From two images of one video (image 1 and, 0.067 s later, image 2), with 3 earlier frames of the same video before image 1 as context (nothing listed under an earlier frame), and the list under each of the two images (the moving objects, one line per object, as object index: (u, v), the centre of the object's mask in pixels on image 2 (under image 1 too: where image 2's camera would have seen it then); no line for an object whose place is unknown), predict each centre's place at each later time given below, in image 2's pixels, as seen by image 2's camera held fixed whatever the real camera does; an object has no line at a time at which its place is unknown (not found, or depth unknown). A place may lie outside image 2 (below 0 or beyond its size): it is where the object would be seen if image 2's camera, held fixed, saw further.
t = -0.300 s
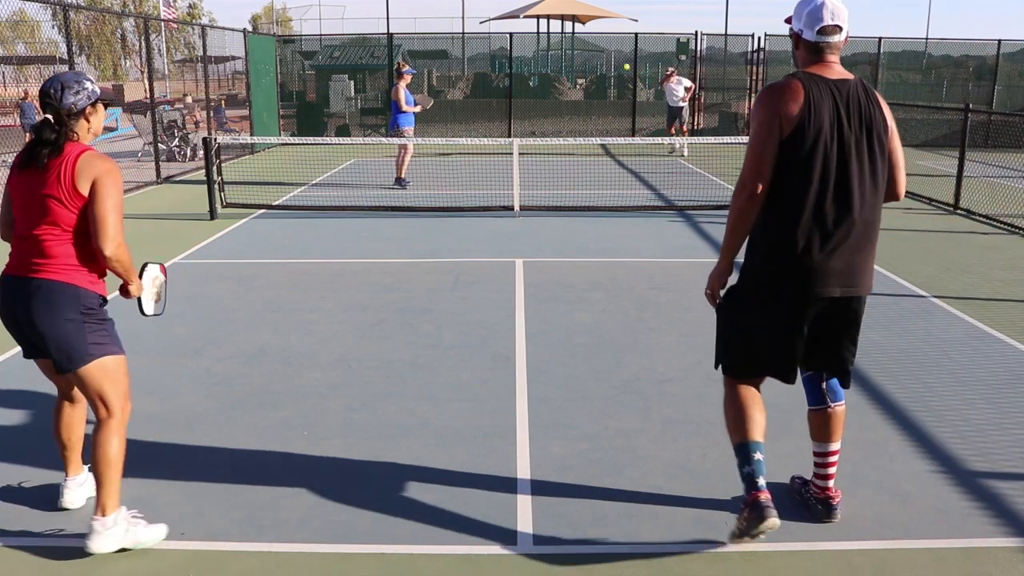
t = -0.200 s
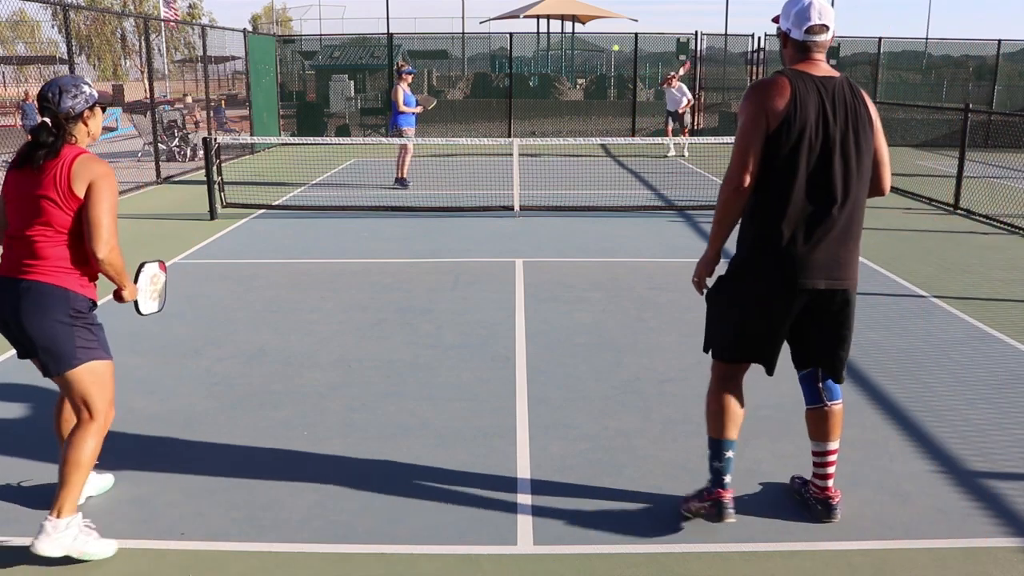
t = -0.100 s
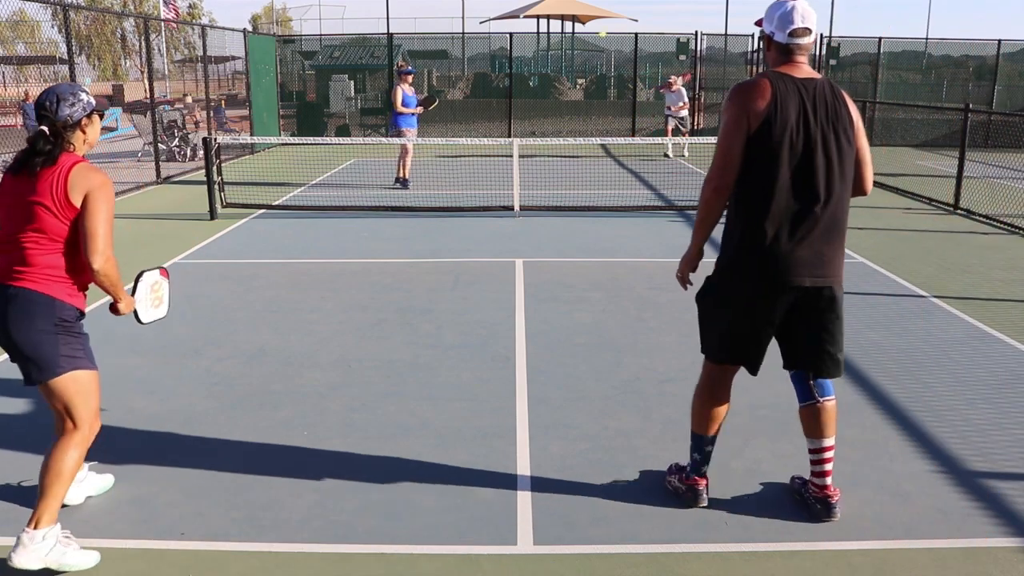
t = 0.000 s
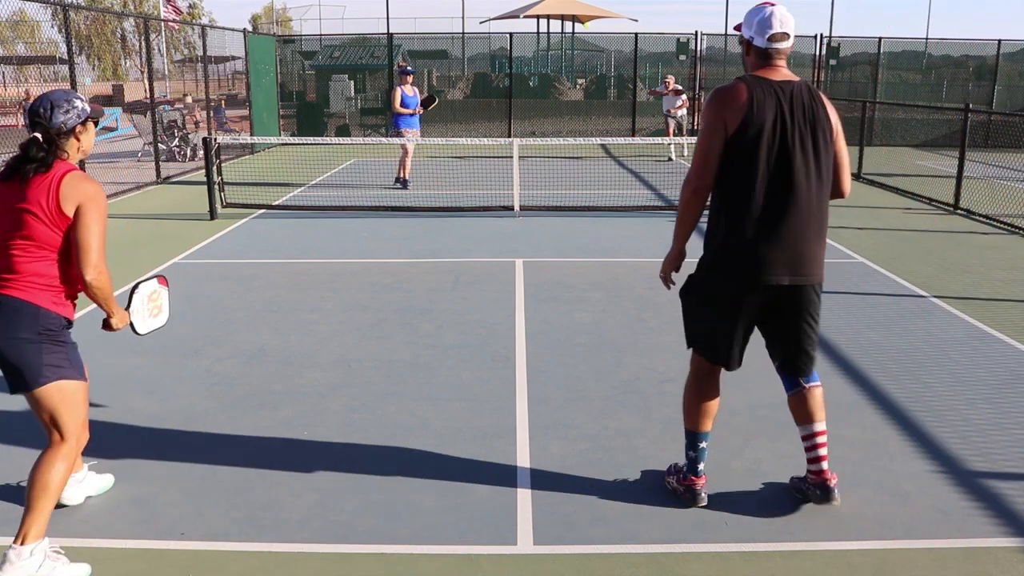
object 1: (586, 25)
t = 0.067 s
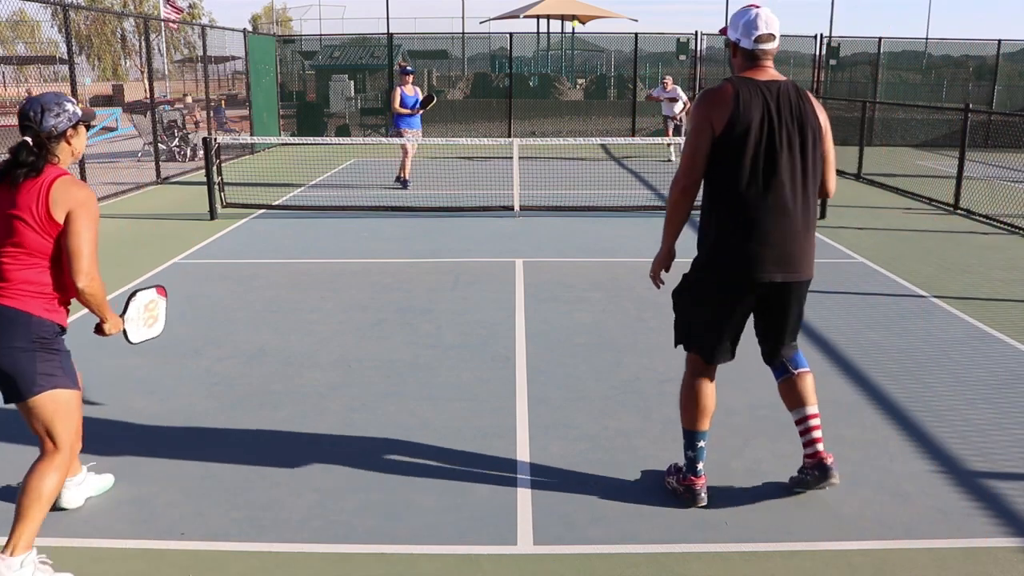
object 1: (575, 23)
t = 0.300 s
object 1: (522, 53)
